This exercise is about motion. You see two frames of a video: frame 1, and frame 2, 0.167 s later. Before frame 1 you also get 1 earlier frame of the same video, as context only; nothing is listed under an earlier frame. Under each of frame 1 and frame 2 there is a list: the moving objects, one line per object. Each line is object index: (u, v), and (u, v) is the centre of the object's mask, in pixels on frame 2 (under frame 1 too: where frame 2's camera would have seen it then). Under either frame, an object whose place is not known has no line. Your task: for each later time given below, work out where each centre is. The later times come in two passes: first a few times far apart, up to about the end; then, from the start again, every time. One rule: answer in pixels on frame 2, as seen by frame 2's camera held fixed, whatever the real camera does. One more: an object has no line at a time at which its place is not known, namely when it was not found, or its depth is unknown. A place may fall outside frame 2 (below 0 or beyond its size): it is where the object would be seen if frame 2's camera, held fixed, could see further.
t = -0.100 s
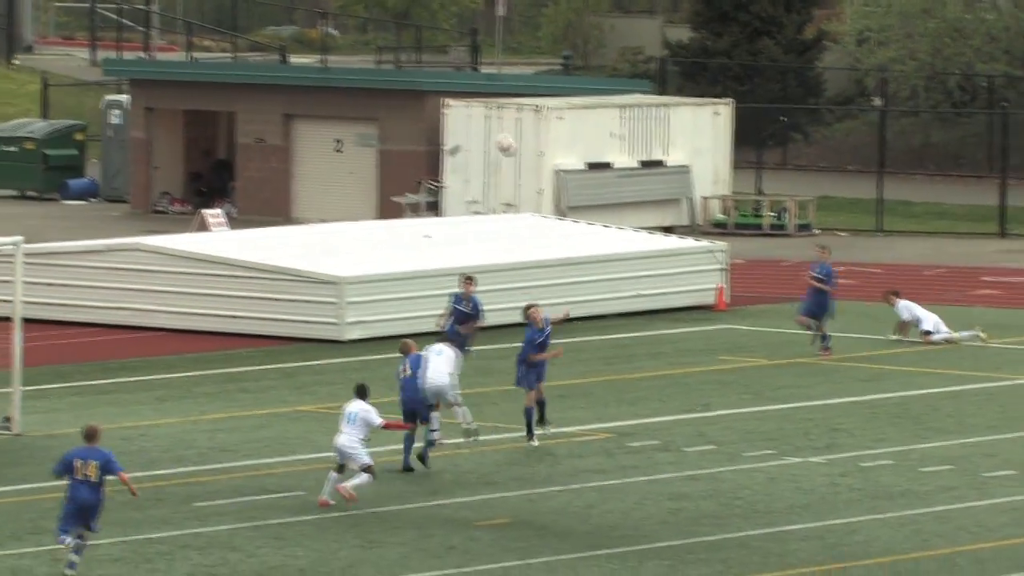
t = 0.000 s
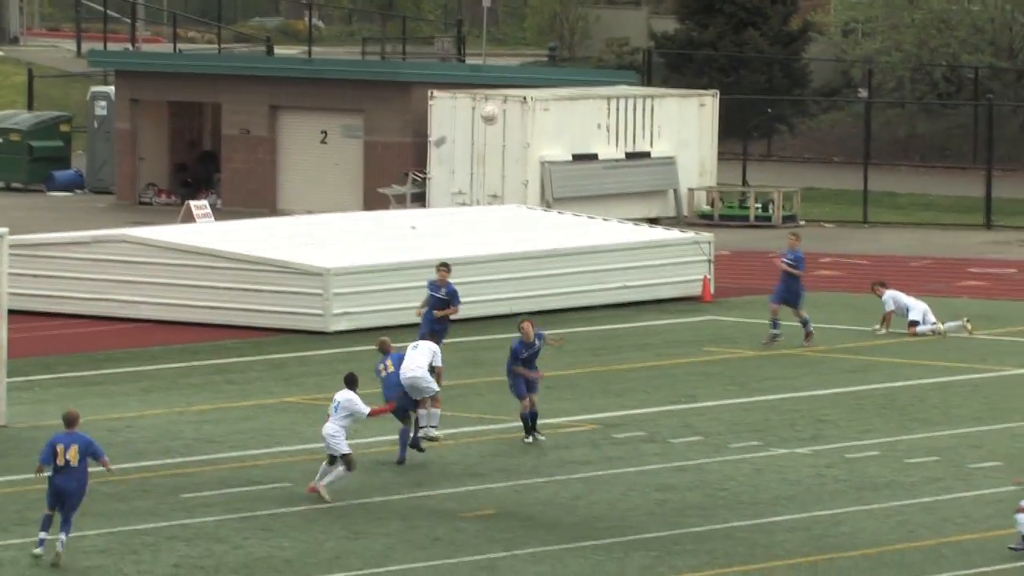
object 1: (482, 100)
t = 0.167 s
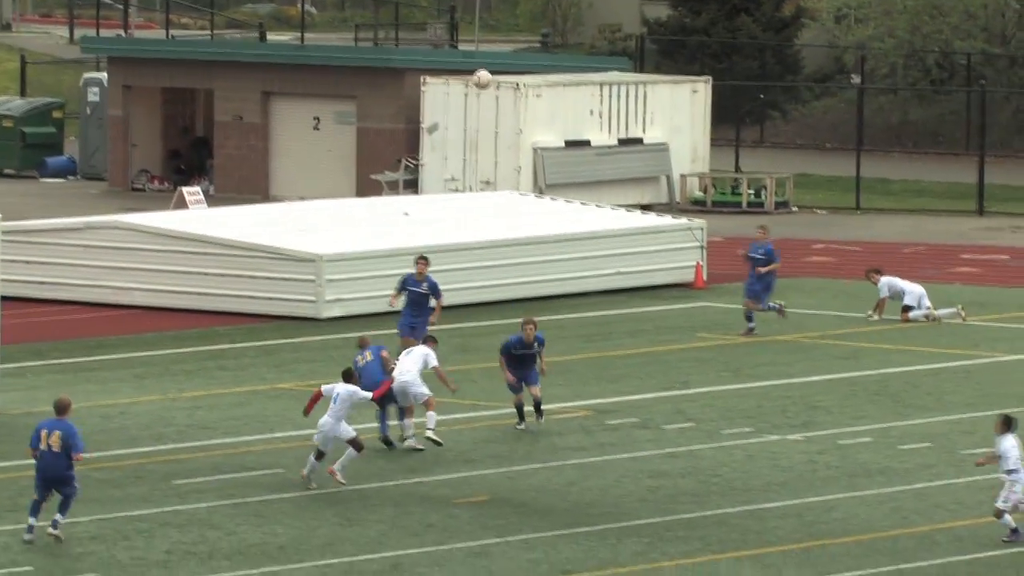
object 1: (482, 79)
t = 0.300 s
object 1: (484, 78)
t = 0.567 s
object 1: (496, 124)
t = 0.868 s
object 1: (518, 251)
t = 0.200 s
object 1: (482, 77)
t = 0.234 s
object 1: (483, 76)
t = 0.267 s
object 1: (483, 77)
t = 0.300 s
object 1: (484, 78)
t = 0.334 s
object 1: (486, 81)
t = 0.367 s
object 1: (487, 84)
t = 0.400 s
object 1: (487, 88)
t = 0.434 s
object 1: (489, 94)
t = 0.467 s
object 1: (491, 99)
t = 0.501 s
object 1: (492, 107)
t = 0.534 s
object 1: (494, 116)
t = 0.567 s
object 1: (496, 124)
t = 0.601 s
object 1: (497, 134)
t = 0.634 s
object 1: (499, 146)
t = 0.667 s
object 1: (502, 158)
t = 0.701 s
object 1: (504, 172)
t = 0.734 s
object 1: (506, 187)
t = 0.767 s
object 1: (509, 201)
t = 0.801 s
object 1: (512, 217)
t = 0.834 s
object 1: (514, 233)
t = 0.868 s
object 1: (518, 251)
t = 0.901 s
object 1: (521, 270)
